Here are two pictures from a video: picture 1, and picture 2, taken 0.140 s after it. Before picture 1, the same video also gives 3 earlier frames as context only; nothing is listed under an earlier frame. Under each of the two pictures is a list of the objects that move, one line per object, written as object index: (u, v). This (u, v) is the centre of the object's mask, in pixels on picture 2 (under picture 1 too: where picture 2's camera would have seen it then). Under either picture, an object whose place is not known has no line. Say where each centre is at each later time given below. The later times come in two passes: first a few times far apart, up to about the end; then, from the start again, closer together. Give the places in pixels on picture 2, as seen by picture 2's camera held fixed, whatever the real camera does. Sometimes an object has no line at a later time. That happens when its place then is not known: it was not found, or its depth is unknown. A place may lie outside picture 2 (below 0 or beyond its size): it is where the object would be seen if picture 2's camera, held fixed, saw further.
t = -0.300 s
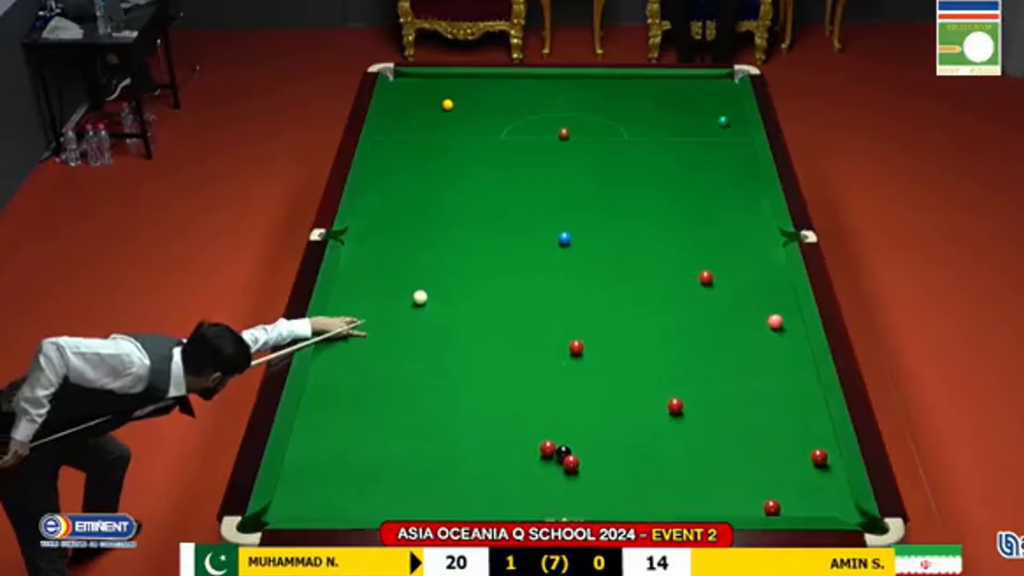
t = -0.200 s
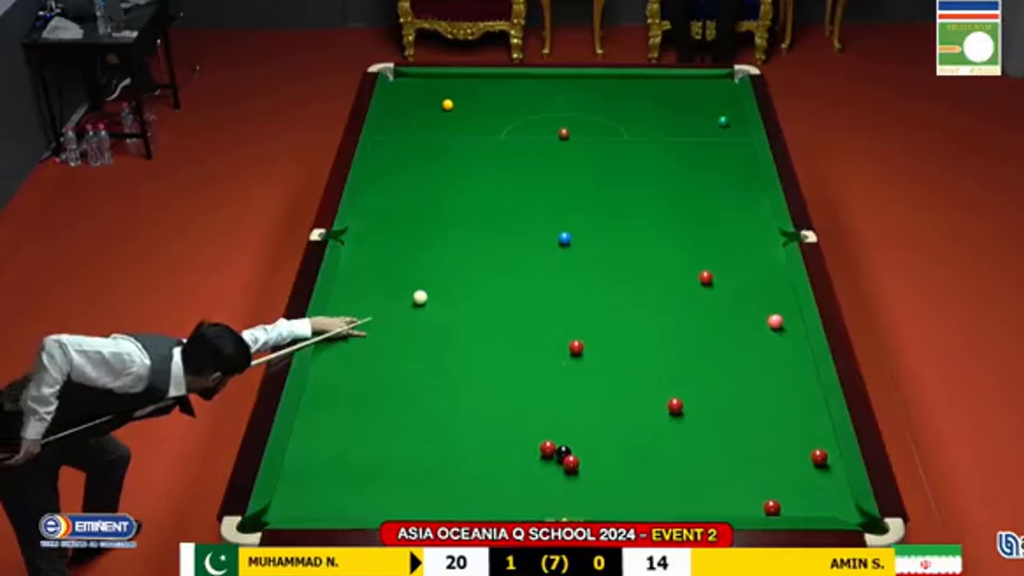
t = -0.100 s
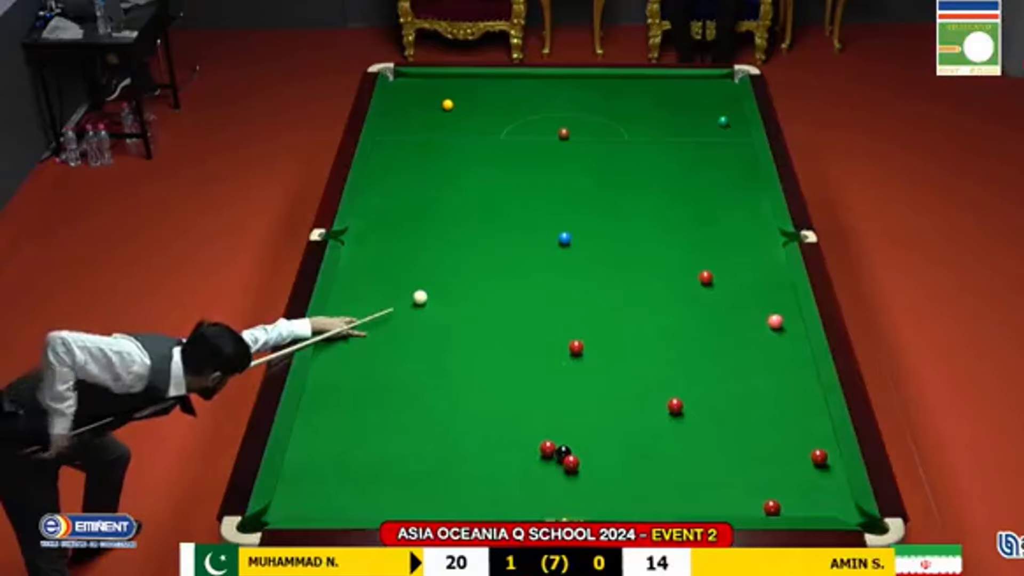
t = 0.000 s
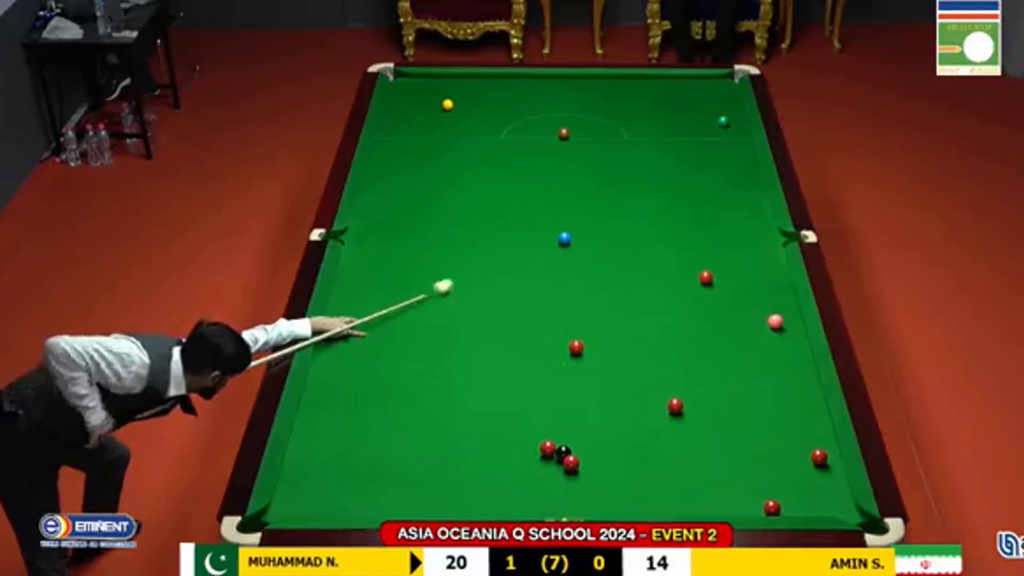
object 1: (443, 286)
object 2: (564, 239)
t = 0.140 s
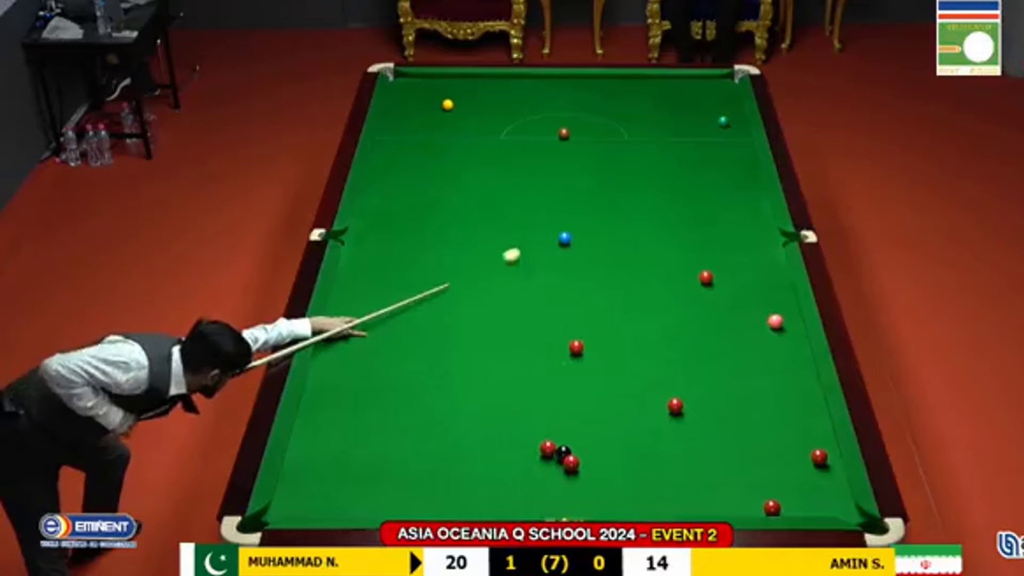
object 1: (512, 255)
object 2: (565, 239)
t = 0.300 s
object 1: (554, 227)
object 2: (586, 239)
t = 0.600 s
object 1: (564, 188)
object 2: (666, 239)
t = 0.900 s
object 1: (573, 155)
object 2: (736, 238)
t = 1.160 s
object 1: (579, 130)
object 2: (792, 238)
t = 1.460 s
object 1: (587, 103)
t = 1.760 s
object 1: (594, 79)
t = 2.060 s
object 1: (590, 89)
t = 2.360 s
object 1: (586, 102)
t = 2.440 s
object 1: (585, 106)
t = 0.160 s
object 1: (520, 251)
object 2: (565, 239)
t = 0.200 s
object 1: (537, 244)
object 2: (565, 239)
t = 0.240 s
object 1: (551, 237)
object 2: (566, 239)
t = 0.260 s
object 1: (552, 233)
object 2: (572, 239)
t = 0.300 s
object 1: (554, 227)
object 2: (586, 239)
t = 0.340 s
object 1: (555, 221)
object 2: (599, 238)
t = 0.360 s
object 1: (555, 218)
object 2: (605, 239)
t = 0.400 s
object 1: (557, 213)
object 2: (616, 239)
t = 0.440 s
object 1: (558, 207)
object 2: (626, 239)
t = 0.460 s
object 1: (559, 204)
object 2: (632, 238)
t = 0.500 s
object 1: (560, 200)
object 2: (642, 239)
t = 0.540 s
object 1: (562, 195)
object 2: (652, 239)
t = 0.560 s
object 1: (562, 193)
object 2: (656, 238)
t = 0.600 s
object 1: (564, 188)
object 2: (666, 239)
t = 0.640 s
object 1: (565, 183)
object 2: (676, 238)
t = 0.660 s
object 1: (566, 181)
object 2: (680, 238)
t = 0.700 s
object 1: (567, 177)
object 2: (690, 238)
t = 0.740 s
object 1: (568, 172)
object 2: (698, 239)
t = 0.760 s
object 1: (568, 170)
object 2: (703, 238)
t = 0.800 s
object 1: (570, 165)
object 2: (713, 239)
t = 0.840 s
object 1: (571, 161)
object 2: (722, 238)
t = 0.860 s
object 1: (571, 159)
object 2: (726, 238)
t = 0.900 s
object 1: (573, 155)
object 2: (736, 238)
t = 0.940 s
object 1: (574, 151)
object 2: (745, 238)
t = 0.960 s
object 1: (574, 149)
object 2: (750, 238)
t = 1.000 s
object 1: (575, 145)
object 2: (759, 238)
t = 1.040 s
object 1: (576, 141)
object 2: (767, 238)
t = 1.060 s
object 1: (577, 139)
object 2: (773, 238)
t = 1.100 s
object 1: (578, 135)
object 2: (781, 237)
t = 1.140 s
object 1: (579, 131)
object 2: (790, 238)
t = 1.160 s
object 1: (579, 130)
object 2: (792, 238)
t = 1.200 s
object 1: (581, 126)
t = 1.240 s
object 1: (582, 122)
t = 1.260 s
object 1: (582, 120)
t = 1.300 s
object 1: (583, 117)
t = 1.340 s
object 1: (584, 113)
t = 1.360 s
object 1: (584, 111)
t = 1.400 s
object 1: (585, 107)
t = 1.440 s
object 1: (587, 104)
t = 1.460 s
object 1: (587, 103)
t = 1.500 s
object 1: (588, 99)
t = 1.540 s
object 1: (589, 96)
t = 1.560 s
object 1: (589, 95)
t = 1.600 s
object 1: (590, 91)
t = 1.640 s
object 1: (591, 88)
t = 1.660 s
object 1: (591, 87)
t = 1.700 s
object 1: (592, 84)
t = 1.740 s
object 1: (593, 80)
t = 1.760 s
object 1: (594, 79)
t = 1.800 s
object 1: (594, 77)
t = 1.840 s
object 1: (594, 79)
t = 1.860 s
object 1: (593, 80)
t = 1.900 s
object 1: (593, 82)
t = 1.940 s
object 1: (592, 84)
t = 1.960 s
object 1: (592, 85)
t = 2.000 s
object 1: (591, 87)
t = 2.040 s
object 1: (591, 89)
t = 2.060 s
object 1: (590, 89)
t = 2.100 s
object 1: (590, 91)
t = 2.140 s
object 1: (589, 93)
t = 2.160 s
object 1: (589, 94)
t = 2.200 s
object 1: (588, 95)
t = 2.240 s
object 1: (588, 97)
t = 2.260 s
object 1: (588, 98)
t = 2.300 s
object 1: (587, 100)
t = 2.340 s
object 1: (587, 101)
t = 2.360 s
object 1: (586, 102)
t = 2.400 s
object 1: (586, 104)
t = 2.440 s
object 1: (585, 106)
